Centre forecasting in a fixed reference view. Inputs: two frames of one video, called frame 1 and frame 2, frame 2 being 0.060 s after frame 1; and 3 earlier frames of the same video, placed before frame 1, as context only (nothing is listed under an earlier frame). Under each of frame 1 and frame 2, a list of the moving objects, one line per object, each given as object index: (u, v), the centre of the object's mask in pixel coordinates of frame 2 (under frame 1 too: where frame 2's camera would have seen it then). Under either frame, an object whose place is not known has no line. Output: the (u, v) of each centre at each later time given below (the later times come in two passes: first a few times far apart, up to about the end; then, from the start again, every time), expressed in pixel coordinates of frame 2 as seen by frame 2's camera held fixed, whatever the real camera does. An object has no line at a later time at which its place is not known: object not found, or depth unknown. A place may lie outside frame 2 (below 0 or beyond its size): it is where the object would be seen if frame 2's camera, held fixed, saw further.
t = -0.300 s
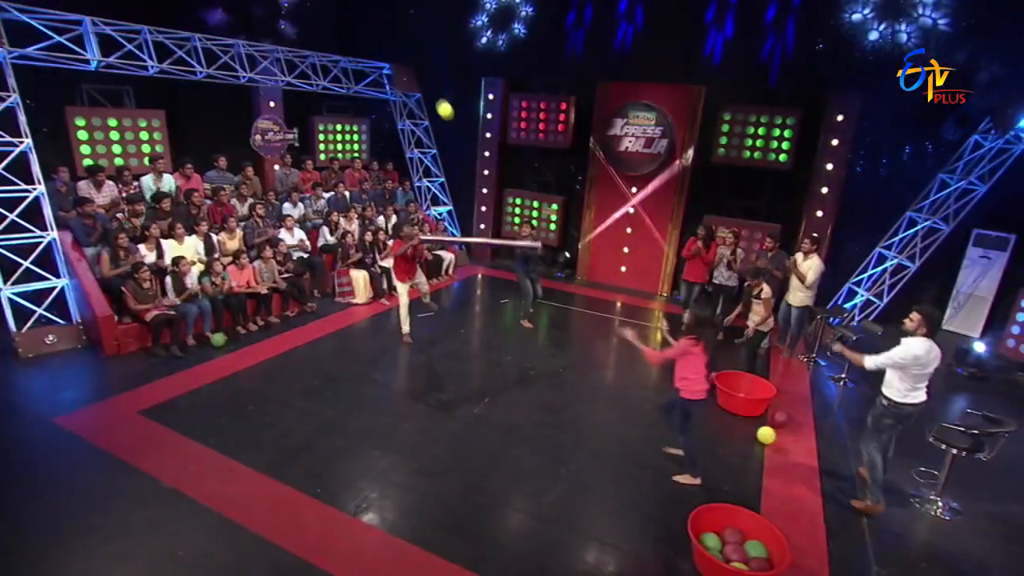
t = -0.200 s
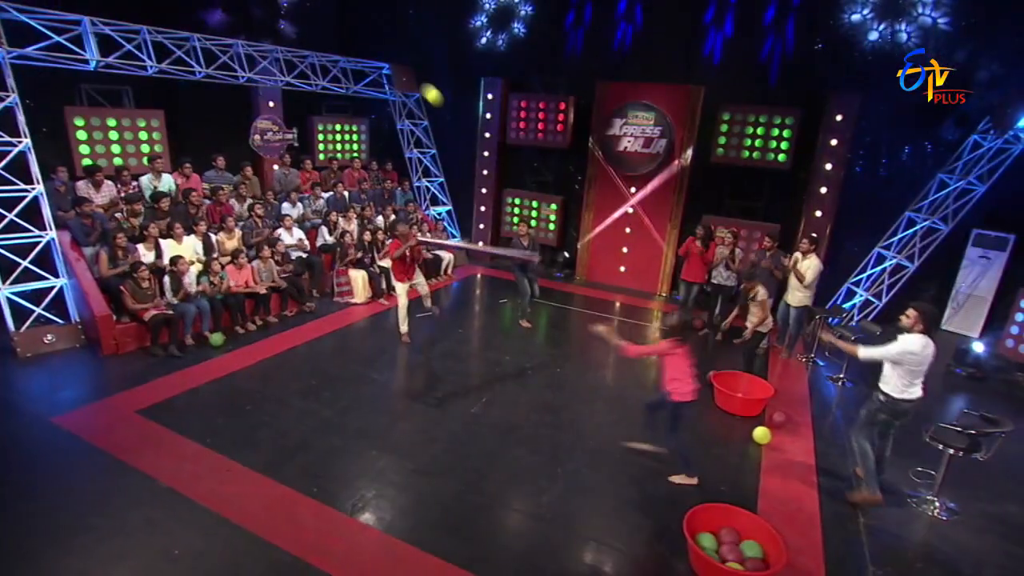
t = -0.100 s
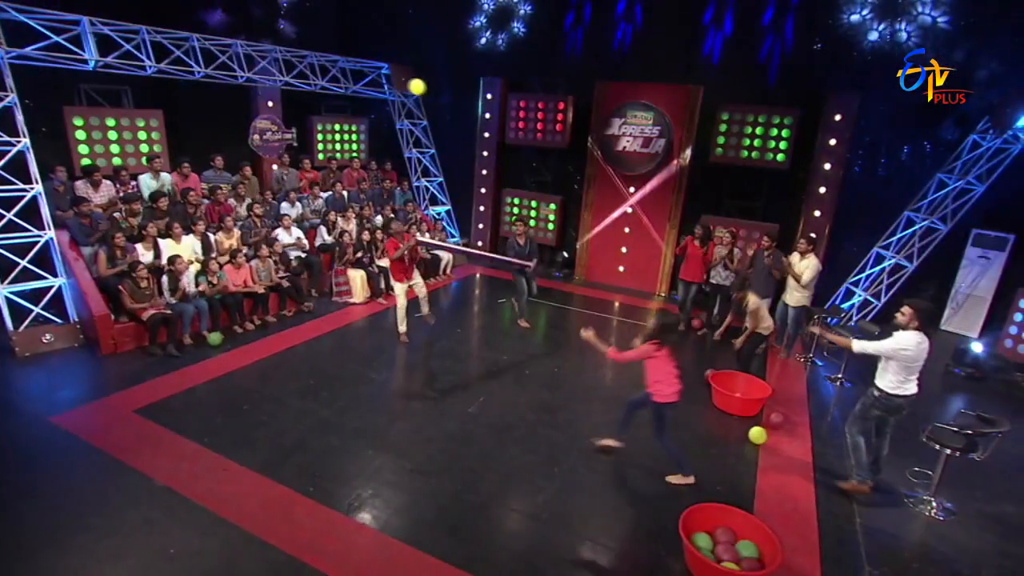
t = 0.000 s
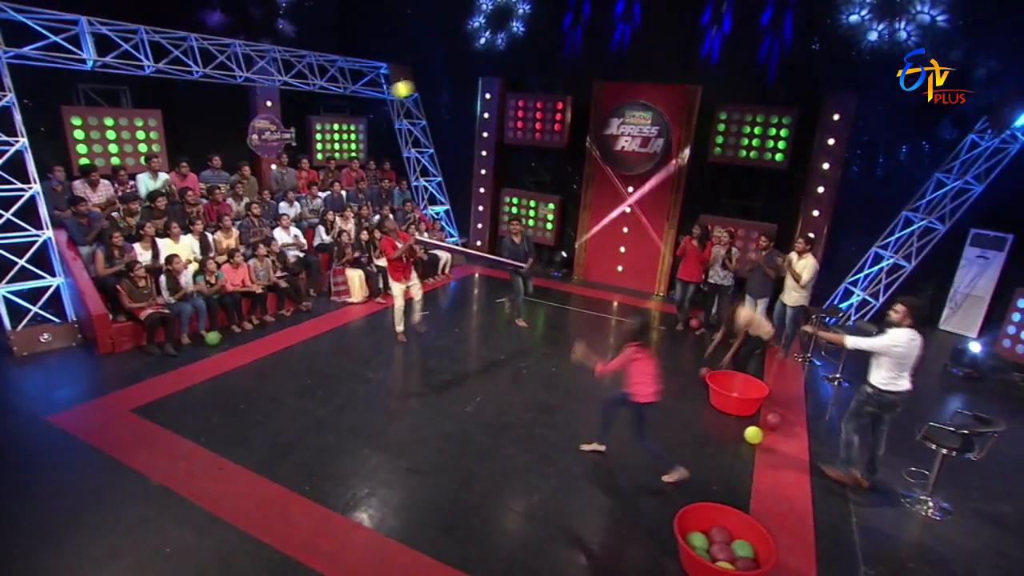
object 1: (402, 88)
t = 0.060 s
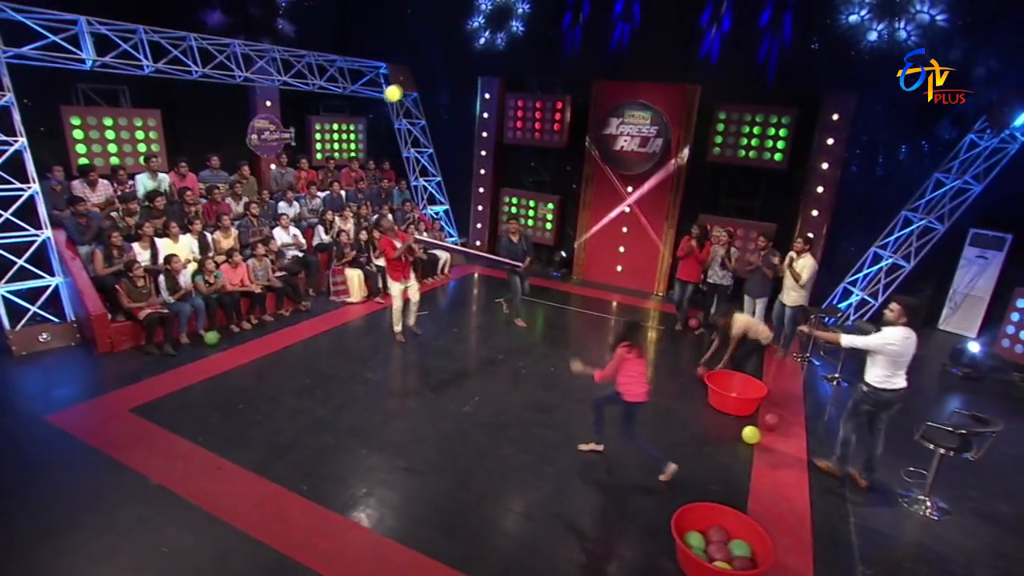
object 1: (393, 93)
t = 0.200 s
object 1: (372, 119)
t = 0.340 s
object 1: (353, 160)
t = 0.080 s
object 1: (390, 96)
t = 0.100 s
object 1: (387, 99)
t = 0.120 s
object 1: (384, 102)
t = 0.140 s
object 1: (380, 106)
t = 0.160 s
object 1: (377, 111)
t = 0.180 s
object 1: (375, 115)
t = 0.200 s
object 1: (372, 119)
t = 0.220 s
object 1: (370, 124)
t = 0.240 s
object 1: (368, 128)
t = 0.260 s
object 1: (365, 133)
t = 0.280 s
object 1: (363, 138)
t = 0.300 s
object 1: (360, 146)
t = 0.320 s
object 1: (357, 152)
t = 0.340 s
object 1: (353, 160)
